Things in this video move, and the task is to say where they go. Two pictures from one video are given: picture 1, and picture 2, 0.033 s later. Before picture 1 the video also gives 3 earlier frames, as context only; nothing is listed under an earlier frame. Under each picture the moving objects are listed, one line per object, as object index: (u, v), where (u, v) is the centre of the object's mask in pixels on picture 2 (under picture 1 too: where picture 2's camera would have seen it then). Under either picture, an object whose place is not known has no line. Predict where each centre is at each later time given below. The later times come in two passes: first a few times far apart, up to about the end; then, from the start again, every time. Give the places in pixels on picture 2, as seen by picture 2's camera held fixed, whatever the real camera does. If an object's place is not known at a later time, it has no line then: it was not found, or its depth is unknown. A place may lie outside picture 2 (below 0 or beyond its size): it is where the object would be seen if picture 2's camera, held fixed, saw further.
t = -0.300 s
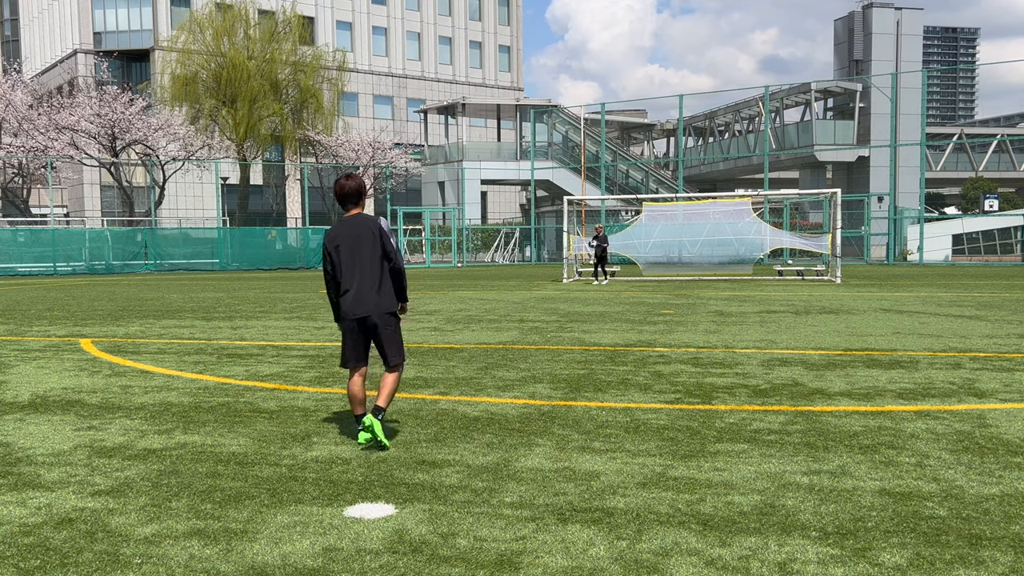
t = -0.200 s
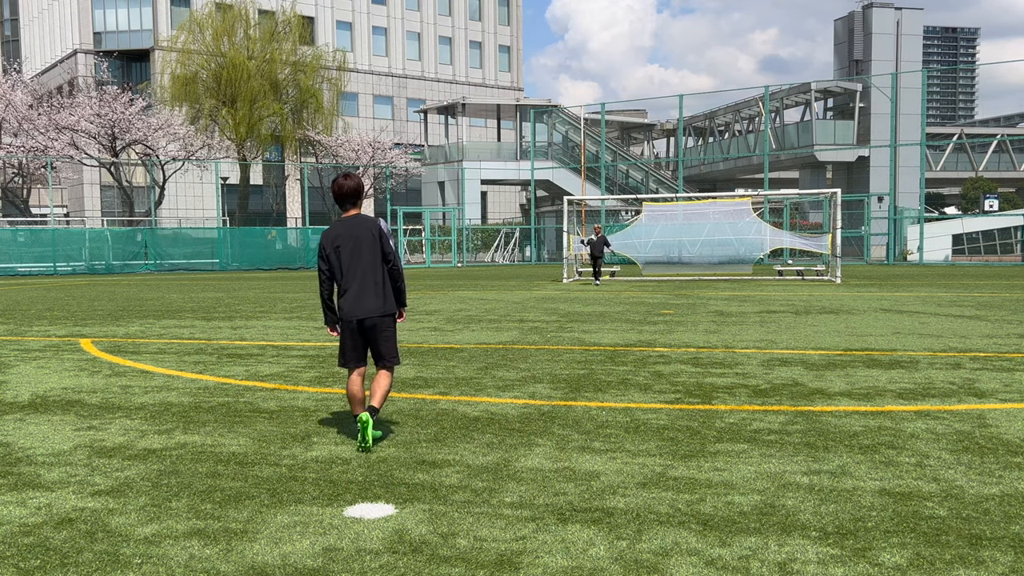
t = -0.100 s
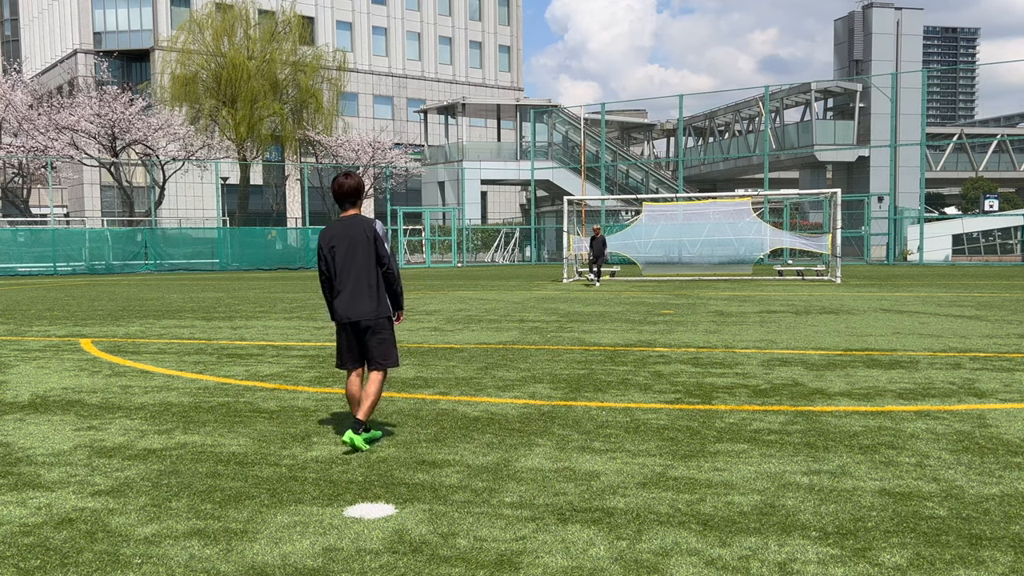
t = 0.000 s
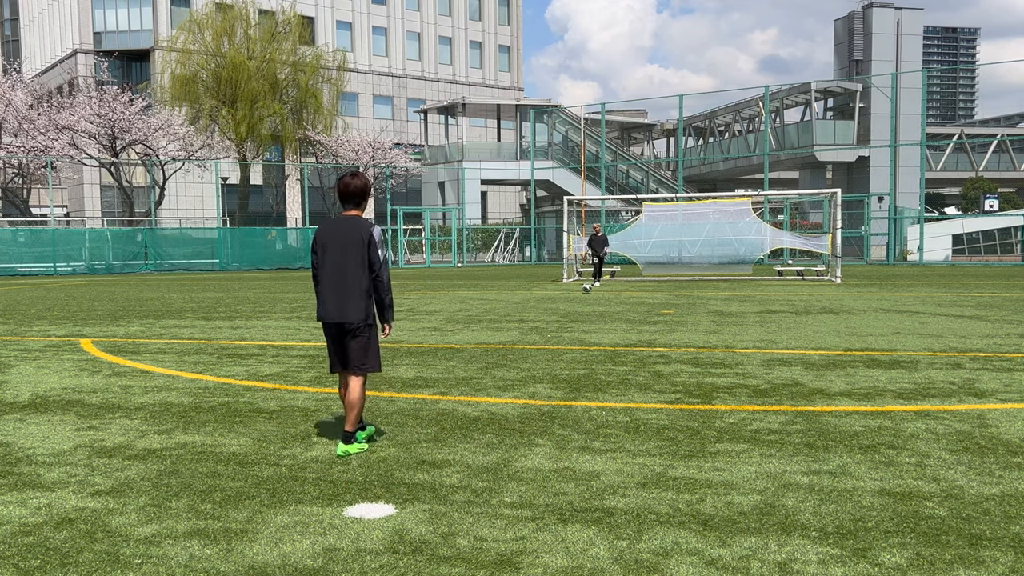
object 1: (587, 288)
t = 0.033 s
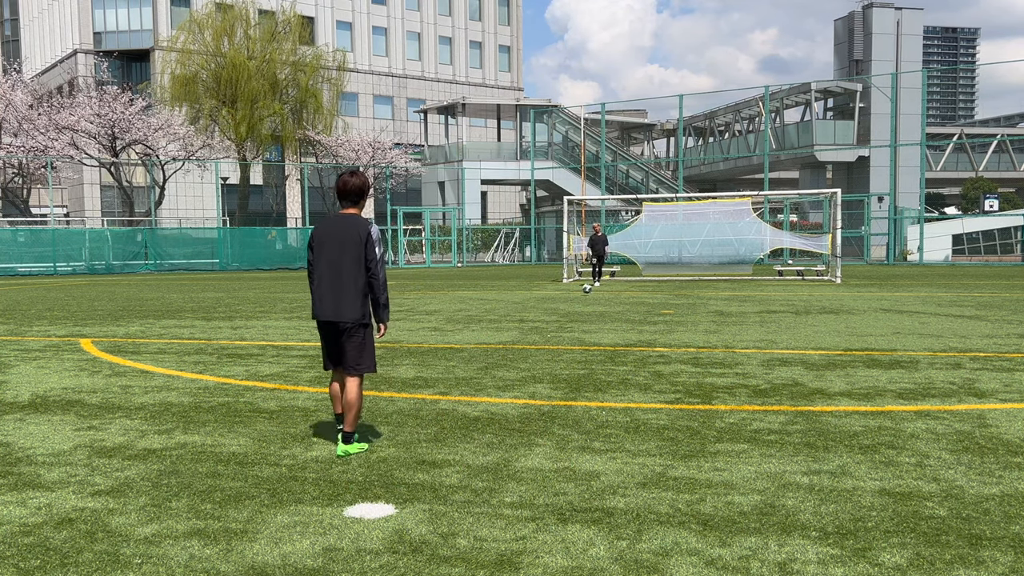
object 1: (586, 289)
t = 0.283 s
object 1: (587, 311)
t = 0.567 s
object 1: (589, 354)
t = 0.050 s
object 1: (586, 289)
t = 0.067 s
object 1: (586, 292)
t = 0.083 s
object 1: (587, 294)
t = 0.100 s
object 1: (586, 295)
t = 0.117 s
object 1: (586, 297)
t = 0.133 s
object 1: (586, 297)
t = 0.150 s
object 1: (586, 298)
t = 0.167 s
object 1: (587, 301)
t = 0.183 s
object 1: (586, 302)
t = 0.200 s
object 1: (587, 303)
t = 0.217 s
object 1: (587, 305)
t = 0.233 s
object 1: (587, 305)
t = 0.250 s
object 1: (587, 306)
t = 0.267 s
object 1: (587, 310)
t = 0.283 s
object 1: (587, 311)
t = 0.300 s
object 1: (587, 313)
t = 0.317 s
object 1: (587, 314)
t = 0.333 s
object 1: (587, 317)
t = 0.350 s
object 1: (587, 319)
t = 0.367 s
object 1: (587, 321)
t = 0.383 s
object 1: (587, 323)
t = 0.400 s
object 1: (587, 325)
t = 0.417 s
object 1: (588, 328)
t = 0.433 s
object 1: (588, 330)
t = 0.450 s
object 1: (588, 333)
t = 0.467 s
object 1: (588, 335)
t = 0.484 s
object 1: (588, 338)
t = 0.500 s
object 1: (589, 341)
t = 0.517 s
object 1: (589, 344)
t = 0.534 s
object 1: (588, 347)
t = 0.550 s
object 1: (589, 349)
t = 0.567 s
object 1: (589, 354)
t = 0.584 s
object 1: (590, 357)
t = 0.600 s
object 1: (590, 361)
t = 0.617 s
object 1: (590, 366)
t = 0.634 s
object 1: (591, 370)
